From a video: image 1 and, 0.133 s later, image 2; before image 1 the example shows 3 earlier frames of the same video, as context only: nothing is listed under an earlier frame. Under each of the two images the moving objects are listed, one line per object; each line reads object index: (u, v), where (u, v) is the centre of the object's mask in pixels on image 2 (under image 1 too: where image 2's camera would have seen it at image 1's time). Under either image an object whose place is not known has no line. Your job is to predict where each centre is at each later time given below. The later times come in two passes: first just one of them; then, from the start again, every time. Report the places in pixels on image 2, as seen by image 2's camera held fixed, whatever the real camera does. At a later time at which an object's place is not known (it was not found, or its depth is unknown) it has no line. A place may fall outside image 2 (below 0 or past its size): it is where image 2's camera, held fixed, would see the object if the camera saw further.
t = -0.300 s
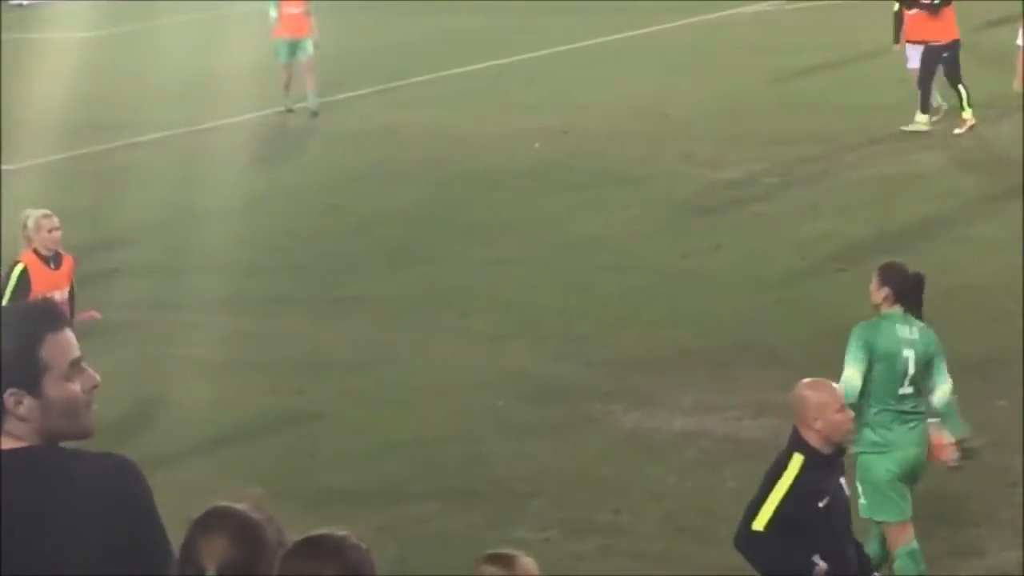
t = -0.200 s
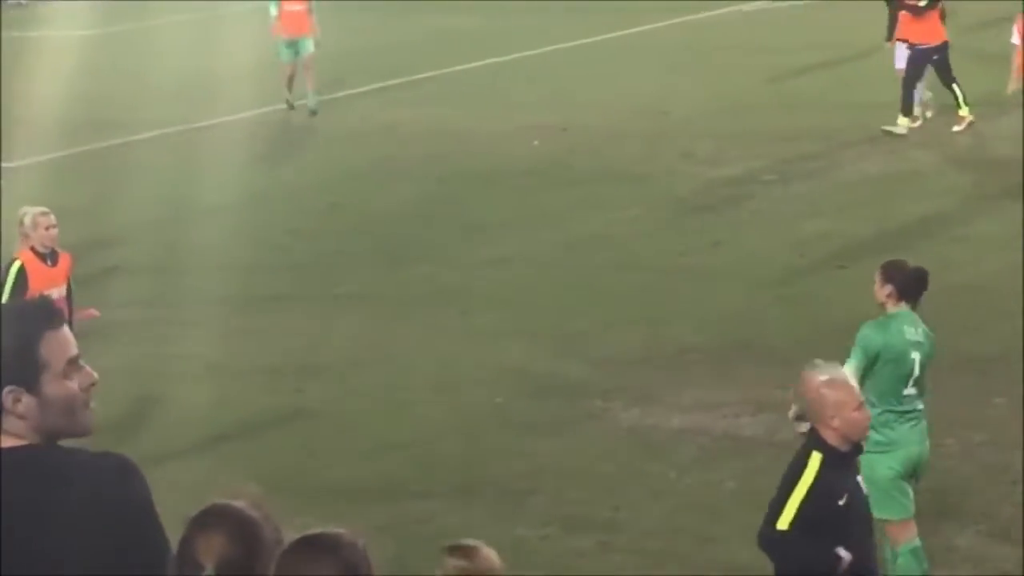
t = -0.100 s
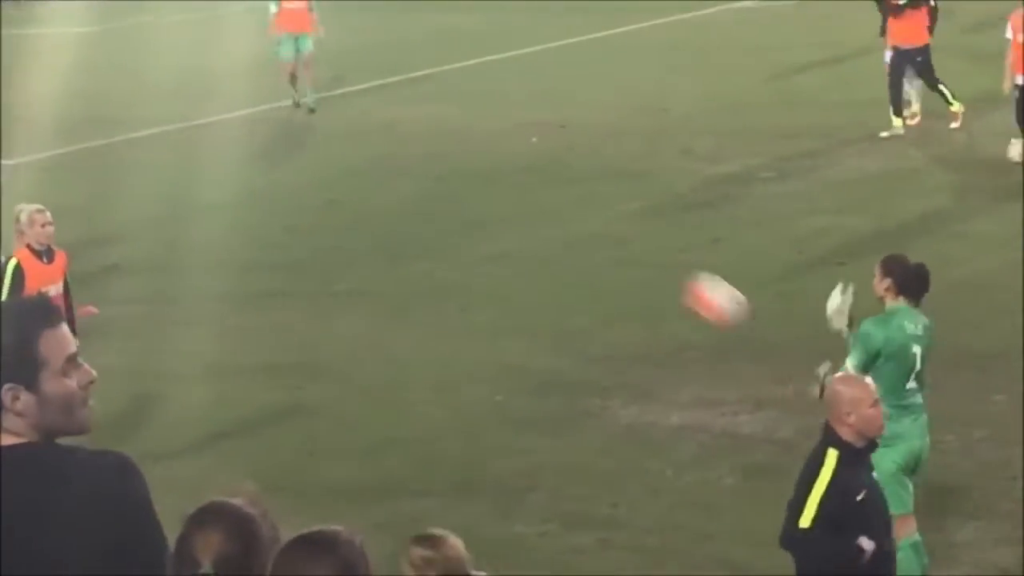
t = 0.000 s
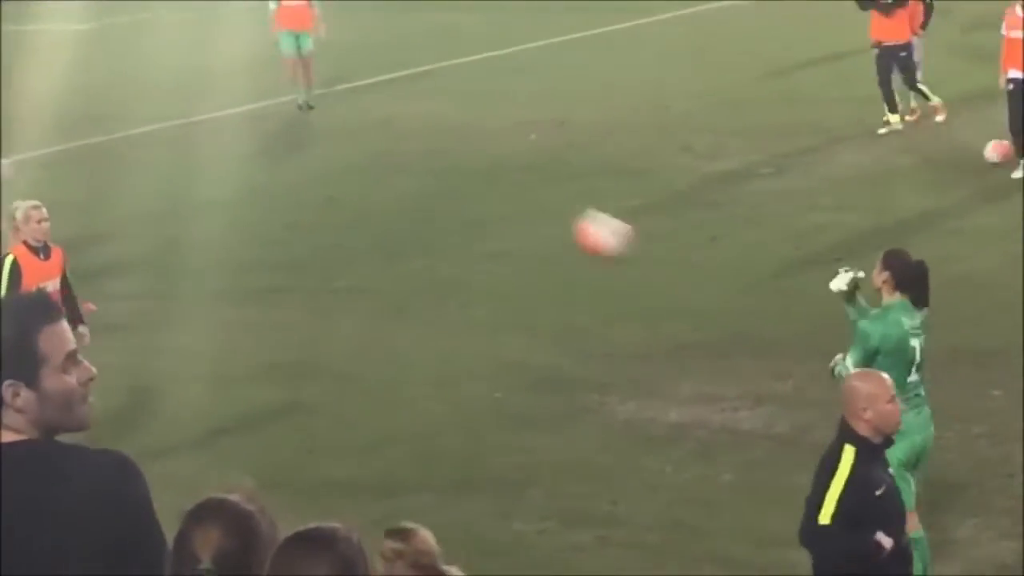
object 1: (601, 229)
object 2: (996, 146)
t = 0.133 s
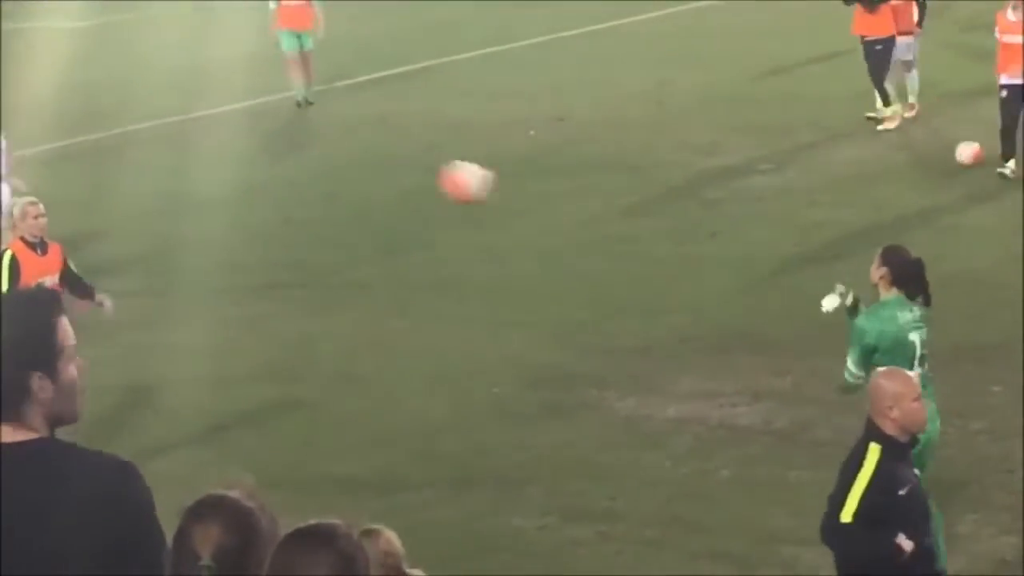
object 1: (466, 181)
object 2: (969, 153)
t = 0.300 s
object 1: (316, 171)
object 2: (933, 162)
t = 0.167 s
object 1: (435, 175)
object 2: (961, 156)
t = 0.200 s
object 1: (403, 170)
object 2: (953, 157)
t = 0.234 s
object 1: (373, 169)
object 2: (945, 158)
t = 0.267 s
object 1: (344, 170)
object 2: (939, 160)
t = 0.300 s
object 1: (316, 171)
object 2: (933, 162)
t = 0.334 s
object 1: (290, 175)
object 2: (925, 165)
